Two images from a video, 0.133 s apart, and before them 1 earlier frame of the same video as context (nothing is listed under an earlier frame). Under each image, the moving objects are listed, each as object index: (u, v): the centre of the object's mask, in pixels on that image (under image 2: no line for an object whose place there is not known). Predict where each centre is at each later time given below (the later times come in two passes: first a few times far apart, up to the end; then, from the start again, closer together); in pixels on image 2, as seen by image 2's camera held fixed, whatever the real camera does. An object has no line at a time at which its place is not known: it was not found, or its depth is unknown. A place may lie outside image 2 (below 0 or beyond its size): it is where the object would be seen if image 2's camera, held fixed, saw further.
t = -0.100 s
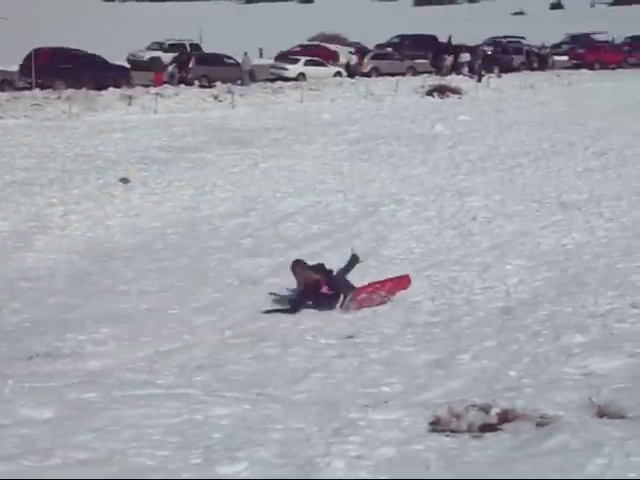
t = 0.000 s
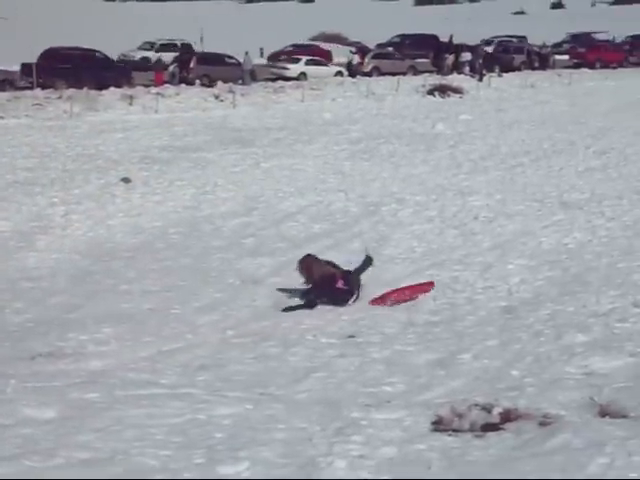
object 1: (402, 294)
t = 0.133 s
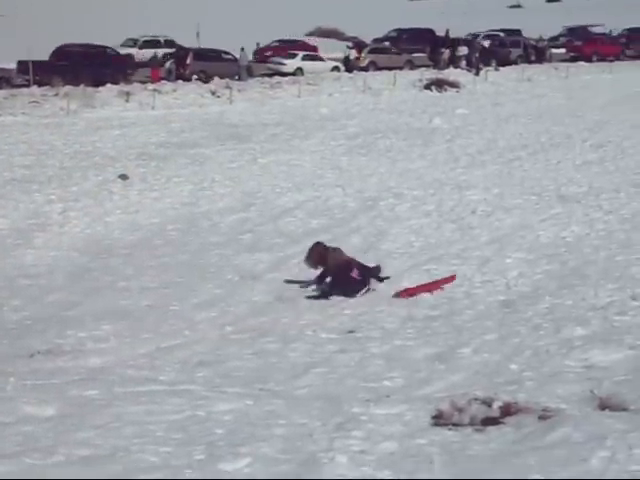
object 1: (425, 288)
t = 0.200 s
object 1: (436, 284)
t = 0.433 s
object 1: (466, 280)
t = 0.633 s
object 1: (490, 275)
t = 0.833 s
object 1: (510, 271)
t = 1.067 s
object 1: (530, 266)
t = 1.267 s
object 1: (547, 261)
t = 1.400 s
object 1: (553, 259)
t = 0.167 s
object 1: (431, 286)
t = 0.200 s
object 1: (436, 284)
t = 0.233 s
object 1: (440, 283)
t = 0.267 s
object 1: (446, 282)
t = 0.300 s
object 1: (450, 282)
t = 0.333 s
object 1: (453, 282)
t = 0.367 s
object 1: (457, 282)
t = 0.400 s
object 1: (461, 281)
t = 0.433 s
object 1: (466, 280)
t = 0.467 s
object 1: (470, 279)
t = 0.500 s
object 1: (474, 278)
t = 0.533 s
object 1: (478, 277)
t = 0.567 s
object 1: (482, 276)
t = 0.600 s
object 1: (486, 276)
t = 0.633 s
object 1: (490, 275)
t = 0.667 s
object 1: (494, 274)
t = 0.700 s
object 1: (497, 274)
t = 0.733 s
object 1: (500, 273)
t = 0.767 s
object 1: (503, 273)
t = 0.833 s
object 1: (510, 271)
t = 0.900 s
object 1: (518, 270)
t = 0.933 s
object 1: (521, 269)
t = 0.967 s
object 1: (523, 269)
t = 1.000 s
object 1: (525, 268)
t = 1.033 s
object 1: (527, 267)
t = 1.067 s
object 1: (530, 266)
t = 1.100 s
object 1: (533, 266)
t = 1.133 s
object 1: (536, 265)
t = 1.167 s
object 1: (539, 264)
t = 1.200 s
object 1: (543, 264)
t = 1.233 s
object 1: (545, 263)
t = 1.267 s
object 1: (547, 261)
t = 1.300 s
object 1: (550, 261)
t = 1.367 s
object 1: (552, 259)
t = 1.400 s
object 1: (553, 259)
